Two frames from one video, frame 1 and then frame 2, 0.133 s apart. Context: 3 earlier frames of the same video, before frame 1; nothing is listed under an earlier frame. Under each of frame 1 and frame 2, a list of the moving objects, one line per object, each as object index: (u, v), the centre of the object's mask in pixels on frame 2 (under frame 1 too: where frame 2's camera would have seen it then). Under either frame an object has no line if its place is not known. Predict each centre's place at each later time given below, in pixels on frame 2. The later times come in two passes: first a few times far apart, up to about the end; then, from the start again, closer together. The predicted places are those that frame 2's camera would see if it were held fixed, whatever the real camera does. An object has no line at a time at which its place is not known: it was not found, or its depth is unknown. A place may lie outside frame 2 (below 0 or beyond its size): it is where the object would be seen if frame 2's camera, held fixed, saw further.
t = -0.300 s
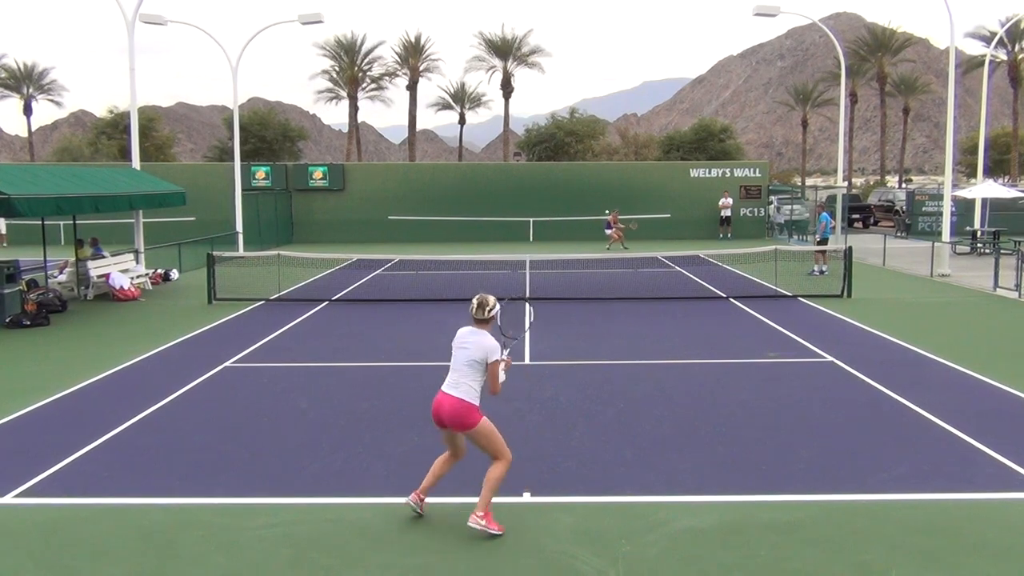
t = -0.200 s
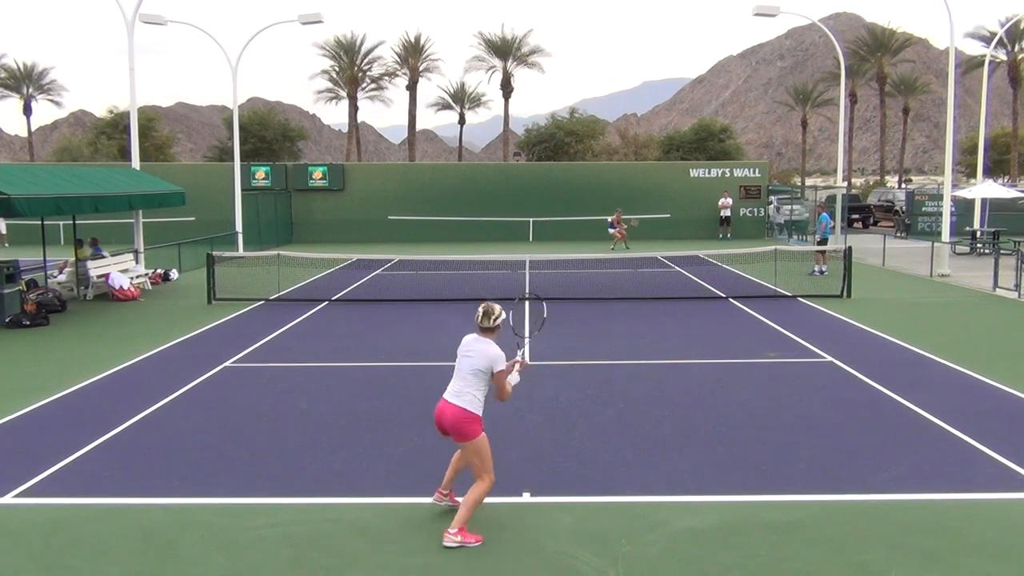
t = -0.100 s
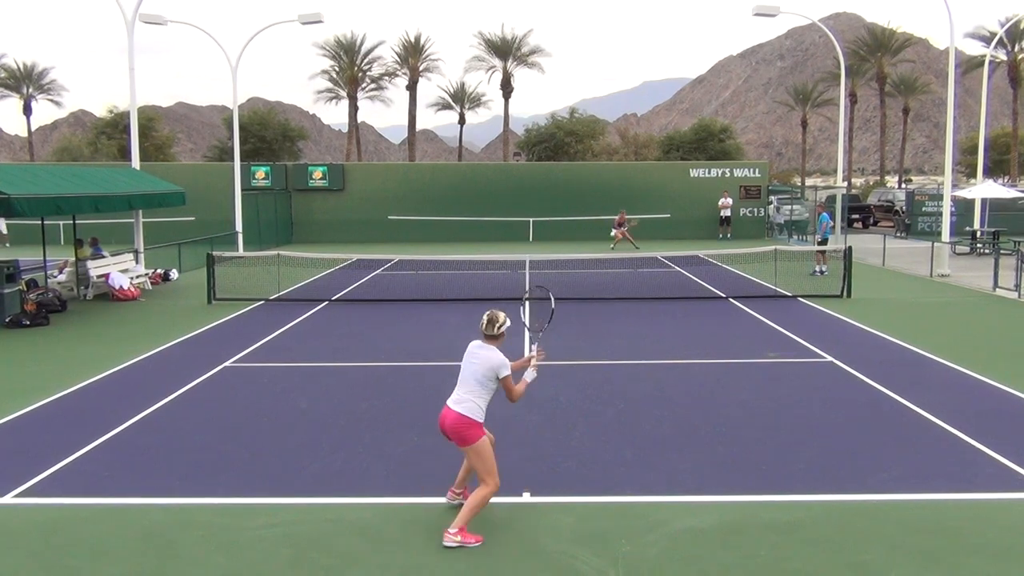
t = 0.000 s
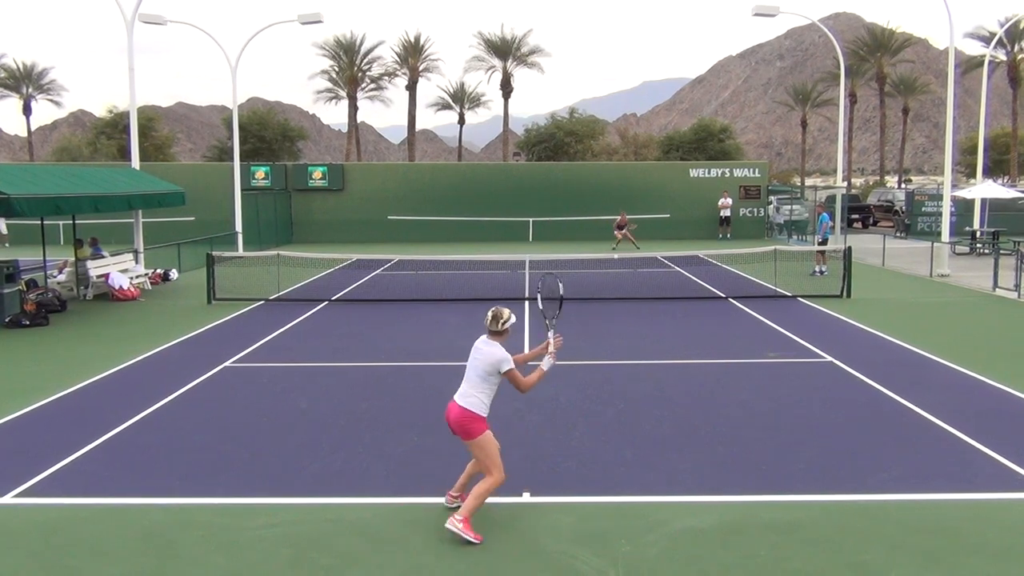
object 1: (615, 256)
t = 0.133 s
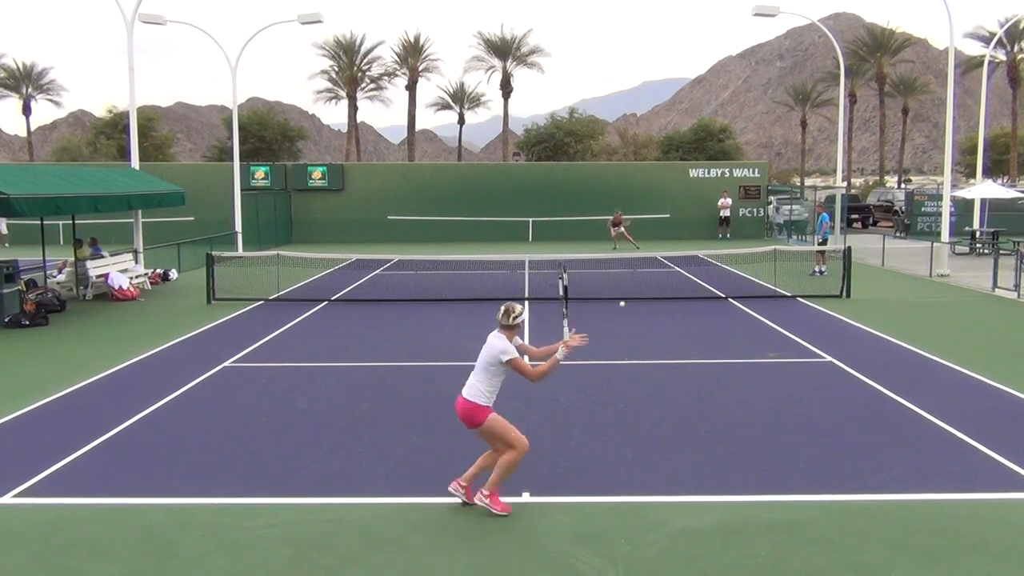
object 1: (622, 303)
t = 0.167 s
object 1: (624, 319)
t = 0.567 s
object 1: (641, 329)
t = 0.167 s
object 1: (624, 319)
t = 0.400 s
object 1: (634, 340)
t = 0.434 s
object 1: (635, 336)
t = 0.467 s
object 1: (637, 333)
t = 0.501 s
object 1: (638, 330)
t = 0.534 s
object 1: (639, 329)
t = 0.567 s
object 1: (641, 329)
